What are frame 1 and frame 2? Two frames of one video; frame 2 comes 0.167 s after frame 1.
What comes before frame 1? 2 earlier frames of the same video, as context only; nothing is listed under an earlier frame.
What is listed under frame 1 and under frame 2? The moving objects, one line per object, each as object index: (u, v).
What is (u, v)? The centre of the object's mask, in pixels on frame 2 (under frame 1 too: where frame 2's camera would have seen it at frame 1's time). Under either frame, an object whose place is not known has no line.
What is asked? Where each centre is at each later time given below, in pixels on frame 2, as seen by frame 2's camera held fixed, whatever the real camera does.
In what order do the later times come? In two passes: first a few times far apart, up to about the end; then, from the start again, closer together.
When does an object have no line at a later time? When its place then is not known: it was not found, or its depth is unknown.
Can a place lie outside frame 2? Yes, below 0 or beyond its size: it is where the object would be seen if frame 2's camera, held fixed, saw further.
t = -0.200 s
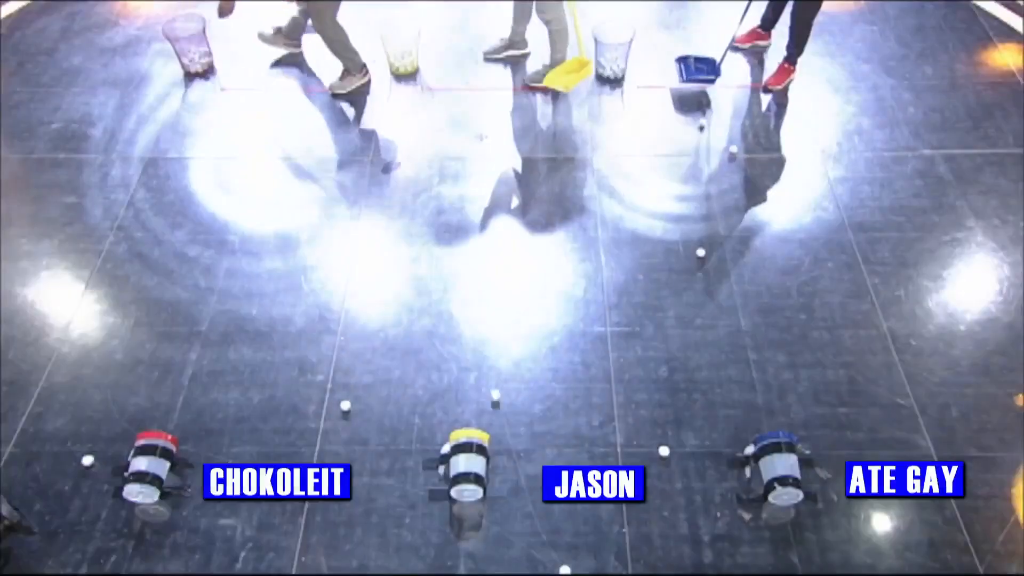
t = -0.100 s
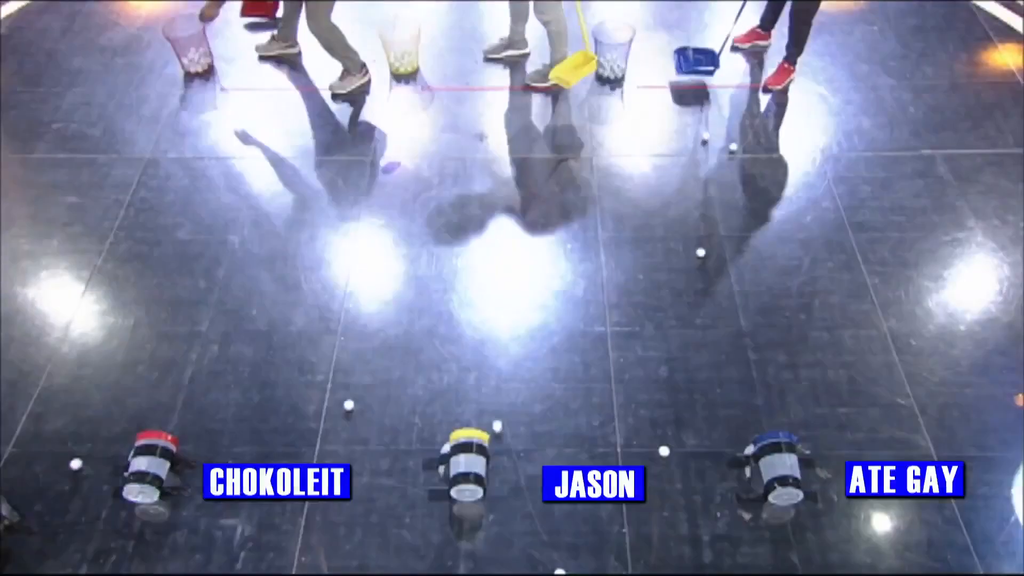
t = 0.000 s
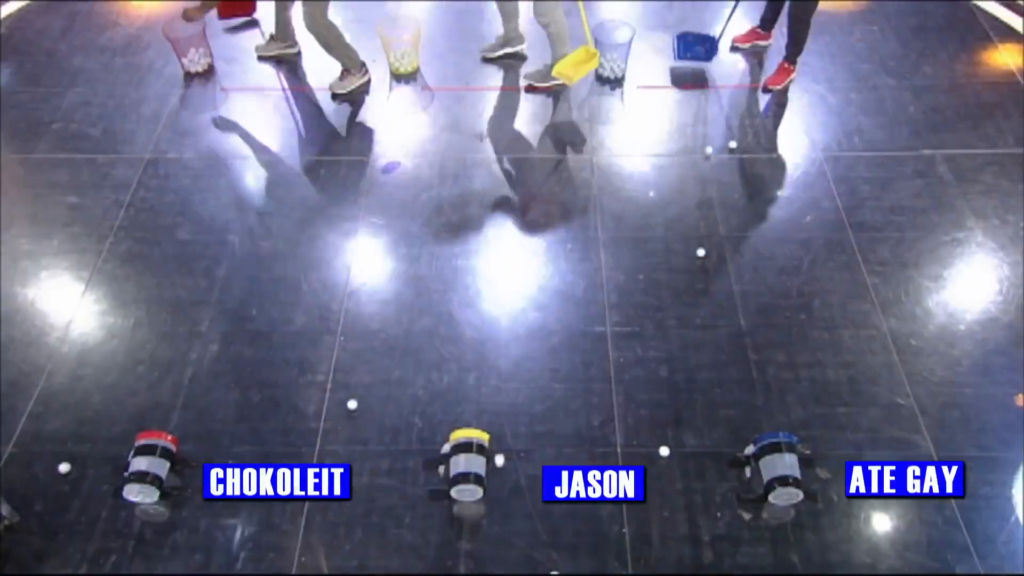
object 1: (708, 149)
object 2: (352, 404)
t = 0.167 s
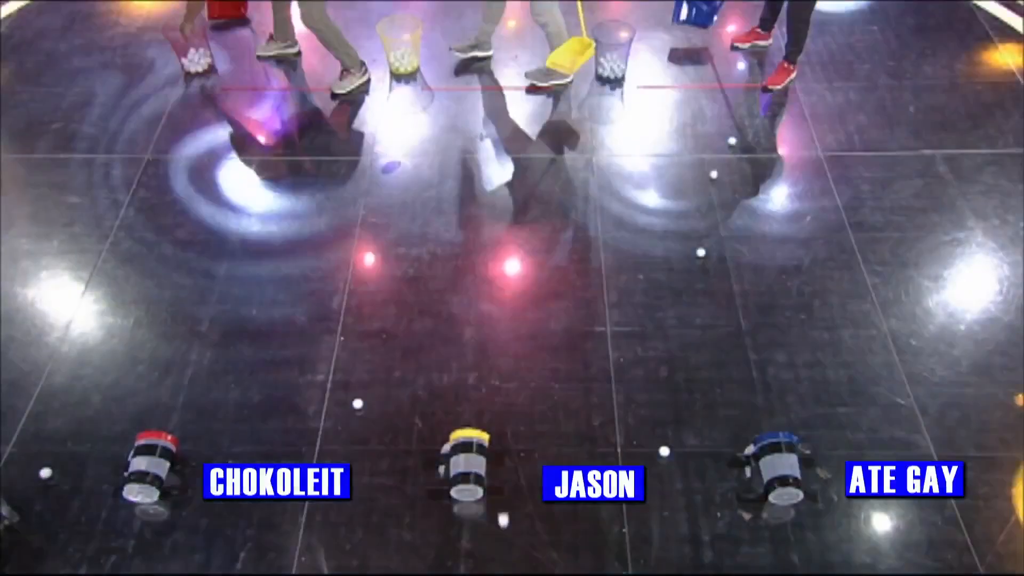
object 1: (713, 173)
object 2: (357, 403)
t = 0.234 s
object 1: (715, 185)
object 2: (360, 404)
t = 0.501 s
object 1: (723, 226)
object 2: (368, 400)
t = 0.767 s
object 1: (730, 272)
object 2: (376, 397)
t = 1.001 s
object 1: (736, 315)
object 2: (382, 393)
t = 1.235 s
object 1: (742, 362)
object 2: (389, 389)
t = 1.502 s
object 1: (749, 418)
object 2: (395, 386)
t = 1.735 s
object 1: (739, 446)
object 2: (400, 382)
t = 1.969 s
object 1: (715, 450)
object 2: (406, 379)
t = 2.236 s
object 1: (690, 454)
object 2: (411, 375)
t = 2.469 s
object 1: (672, 458)
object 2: (416, 373)
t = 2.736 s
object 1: (661, 466)
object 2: (420, 369)
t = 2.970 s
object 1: (652, 474)
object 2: (424, 367)
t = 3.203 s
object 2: (426, 365)
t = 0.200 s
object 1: (714, 180)
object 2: (359, 404)
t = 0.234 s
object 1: (715, 185)
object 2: (360, 404)
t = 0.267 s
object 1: (716, 189)
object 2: (361, 403)
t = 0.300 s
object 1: (717, 195)
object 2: (362, 403)
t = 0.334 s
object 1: (718, 200)
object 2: (363, 402)
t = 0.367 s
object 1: (719, 205)
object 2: (364, 402)
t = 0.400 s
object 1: (720, 210)
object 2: (365, 402)
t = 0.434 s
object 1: (721, 216)
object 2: (366, 401)
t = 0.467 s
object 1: (721, 221)
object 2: (367, 401)
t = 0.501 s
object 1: (723, 226)
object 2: (368, 400)
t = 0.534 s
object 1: (723, 232)
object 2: (369, 400)
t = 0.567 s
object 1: (724, 237)
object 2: (370, 399)
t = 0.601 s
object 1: (725, 243)
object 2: (371, 399)
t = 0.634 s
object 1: (726, 248)
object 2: (372, 398)
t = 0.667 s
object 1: (727, 254)
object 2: (373, 398)
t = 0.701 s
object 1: (728, 260)
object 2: (374, 397)
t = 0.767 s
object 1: (730, 272)
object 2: (376, 397)
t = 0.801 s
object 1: (731, 278)
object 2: (377, 396)
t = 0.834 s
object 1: (732, 284)
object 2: (378, 395)
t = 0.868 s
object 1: (732, 290)
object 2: (379, 395)
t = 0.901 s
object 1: (733, 296)
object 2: (379, 394)
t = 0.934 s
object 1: (734, 302)
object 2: (380, 394)
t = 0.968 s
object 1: (735, 309)
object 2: (381, 393)
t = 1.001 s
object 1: (736, 315)
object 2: (382, 393)
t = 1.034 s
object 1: (737, 322)
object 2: (383, 392)
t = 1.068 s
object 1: (738, 328)
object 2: (384, 392)
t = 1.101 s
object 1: (739, 335)
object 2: (385, 391)
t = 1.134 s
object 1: (739, 341)
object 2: (386, 391)
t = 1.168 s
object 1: (740, 348)
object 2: (387, 390)
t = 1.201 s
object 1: (741, 355)
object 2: (388, 390)
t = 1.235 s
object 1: (742, 362)
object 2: (389, 389)
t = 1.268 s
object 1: (743, 369)
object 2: (389, 389)
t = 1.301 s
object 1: (744, 376)
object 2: (390, 388)
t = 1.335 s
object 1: (745, 382)
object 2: (391, 388)
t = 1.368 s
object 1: (745, 389)
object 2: (392, 388)
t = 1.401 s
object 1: (746, 396)
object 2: (393, 387)
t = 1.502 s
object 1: (749, 418)
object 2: (395, 386)
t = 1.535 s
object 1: (750, 425)
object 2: (396, 385)
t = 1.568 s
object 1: (750, 433)
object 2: (397, 385)
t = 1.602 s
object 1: (750, 439)
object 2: (398, 384)
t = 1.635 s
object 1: (748, 444)
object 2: (398, 383)
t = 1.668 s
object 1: (745, 444)
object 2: (399, 383)
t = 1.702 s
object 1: (742, 445)
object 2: (400, 383)
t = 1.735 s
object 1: (739, 446)
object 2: (400, 382)
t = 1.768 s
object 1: (735, 447)
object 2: (401, 381)
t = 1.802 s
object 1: (732, 447)
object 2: (402, 381)
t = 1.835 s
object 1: (729, 448)
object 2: (403, 381)
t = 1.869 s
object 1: (725, 448)
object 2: (403, 380)
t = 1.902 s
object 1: (722, 449)
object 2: (404, 379)
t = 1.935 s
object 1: (719, 450)
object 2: (405, 379)
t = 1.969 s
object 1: (715, 450)
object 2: (406, 379)
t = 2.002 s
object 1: (712, 451)
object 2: (406, 378)
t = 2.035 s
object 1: (709, 452)
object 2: (407, 377)
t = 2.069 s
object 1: (706, 452)
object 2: (408, 377)
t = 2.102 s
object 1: (703, 453)
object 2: (408, 377)
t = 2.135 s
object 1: (700, 453)
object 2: (409, 376)
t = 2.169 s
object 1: (696, 454)
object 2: (410, 376)
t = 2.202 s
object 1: (693, 454)
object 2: (411, 376)
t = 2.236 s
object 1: (690, 454)
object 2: (411, 375)
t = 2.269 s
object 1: (688, 455)
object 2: (412, 375)
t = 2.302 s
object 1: (684, 456)
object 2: (413, 375)
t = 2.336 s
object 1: (681, 456)
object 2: (413, 375)
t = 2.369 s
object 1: (679, 456)
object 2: (414, 374)
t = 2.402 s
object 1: (676, 456)
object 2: (415, 374)
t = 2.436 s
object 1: (673, 457)
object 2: (415, 374)
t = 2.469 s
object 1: (672, 458)
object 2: (416, 373)
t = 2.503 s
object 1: (670, 459)
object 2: (416, 372)
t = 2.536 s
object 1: (669, 460)
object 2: (417, 372)
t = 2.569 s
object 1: (667, 461)
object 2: (417, 371)
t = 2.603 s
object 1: (666, 463)
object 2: (418, 371)
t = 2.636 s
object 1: (664, 463)
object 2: (418, 371)
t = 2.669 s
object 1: (663, 465)
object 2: (419, 371)
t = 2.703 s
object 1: (662, 466)
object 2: (419, 370)
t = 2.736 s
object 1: (661, 466)
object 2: (420, 369)
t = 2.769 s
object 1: (659, 468)
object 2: (420, 369)
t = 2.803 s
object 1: (658, 469)
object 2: (421, 369)
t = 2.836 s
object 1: (657, 470)
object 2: (422, 369)
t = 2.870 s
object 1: (656, 471)
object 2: (422, 368)
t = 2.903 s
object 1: (655, 472)
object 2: (423, 368)
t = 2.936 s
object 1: (653, 473)
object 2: (423, 368)
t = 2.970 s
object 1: (652, 474)
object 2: (424, 367)
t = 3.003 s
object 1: (651, 475)
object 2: (424, 367)
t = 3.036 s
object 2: (425, 367)
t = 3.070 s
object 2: (425, 367)
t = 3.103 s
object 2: (425, 366)
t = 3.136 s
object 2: (426, 366)
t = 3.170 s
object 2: (426, 365)
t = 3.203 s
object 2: (426, 365)
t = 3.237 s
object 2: (427, 365)
